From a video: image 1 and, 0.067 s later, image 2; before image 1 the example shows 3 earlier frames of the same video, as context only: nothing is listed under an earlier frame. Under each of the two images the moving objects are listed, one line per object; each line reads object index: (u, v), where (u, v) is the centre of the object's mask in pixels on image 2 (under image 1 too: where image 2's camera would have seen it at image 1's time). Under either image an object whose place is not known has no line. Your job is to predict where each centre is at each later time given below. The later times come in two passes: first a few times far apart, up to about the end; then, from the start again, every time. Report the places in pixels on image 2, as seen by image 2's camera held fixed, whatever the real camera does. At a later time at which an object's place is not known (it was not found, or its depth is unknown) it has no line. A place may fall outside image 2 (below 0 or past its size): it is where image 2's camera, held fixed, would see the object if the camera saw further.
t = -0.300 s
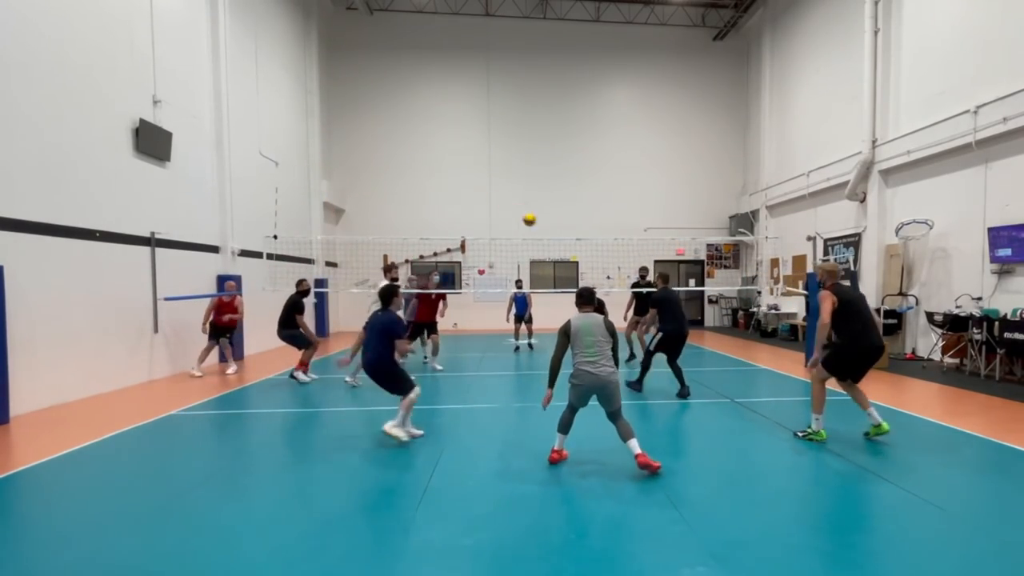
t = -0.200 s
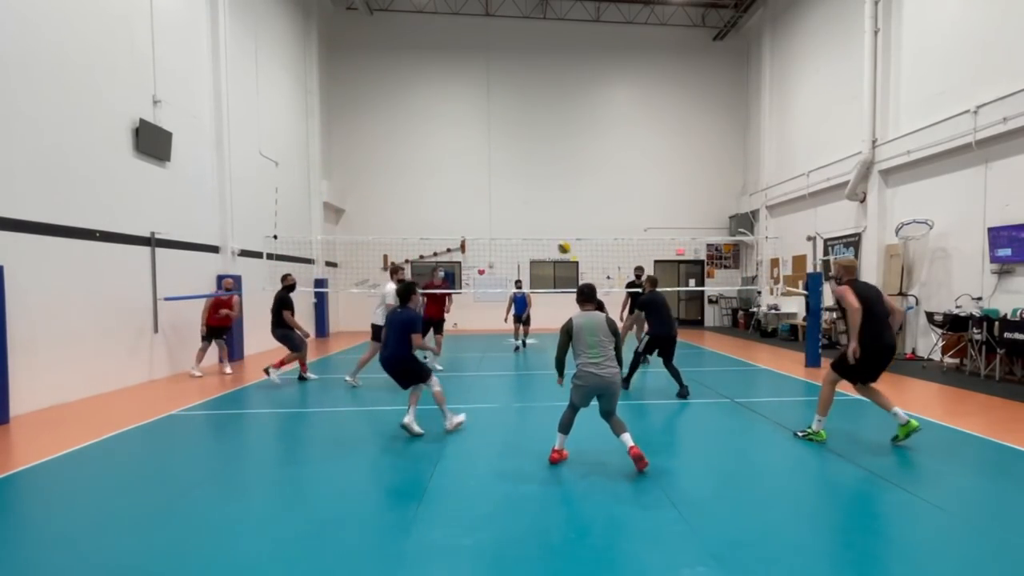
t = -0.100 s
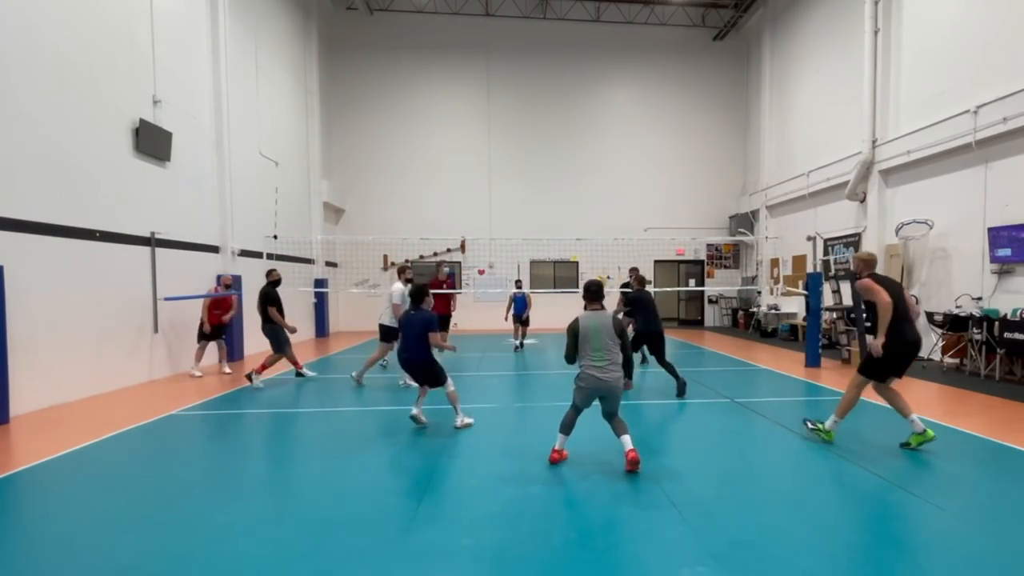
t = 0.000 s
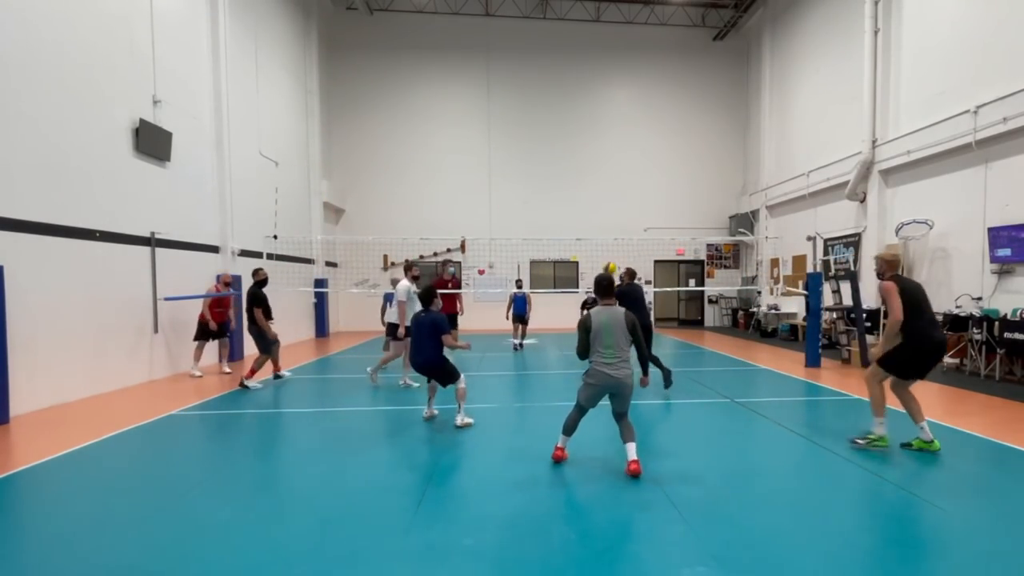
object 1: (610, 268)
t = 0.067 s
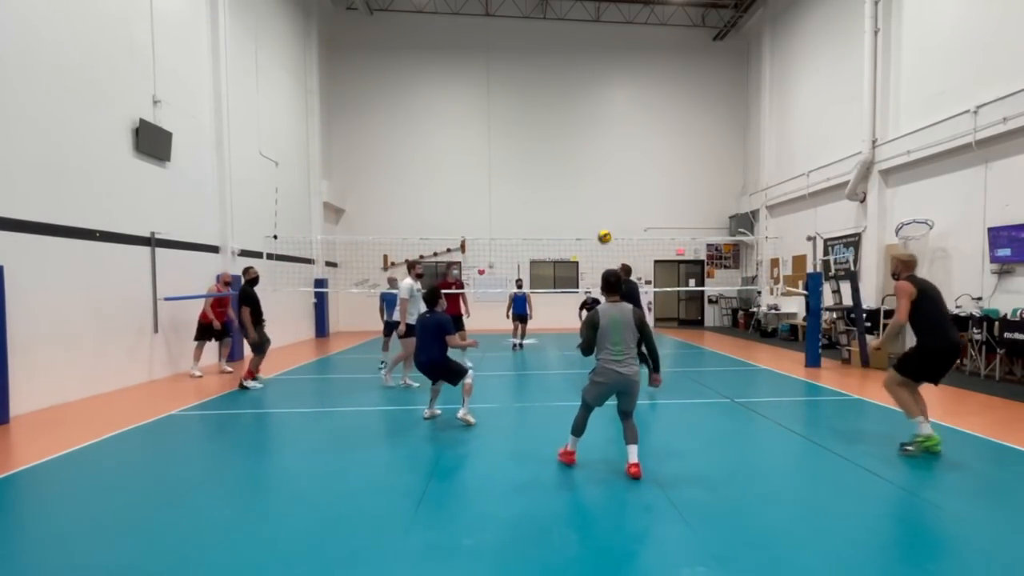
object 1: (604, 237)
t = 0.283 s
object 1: (589, 153)
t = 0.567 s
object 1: (570, 86)
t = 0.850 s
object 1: (550, 71)
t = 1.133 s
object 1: (531, 113)
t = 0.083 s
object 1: (603, 229)
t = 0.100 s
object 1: (602, 222)
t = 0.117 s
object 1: (600, 215)
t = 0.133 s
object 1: (599, 208)
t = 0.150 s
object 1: (599, 202)
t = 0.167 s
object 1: (597, 195)
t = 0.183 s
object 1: (596, 188)
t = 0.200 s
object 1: (595, 182)
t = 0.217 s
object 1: (593, 176)
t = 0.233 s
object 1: (592, 170)
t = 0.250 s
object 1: (592, 164)
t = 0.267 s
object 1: (590, 159)
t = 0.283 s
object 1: (589, 153)
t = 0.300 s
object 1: (588, 148)
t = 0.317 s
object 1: (586, 143)
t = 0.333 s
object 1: (585, 138)
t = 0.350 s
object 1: (584, 133)
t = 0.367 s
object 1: (583, 129)
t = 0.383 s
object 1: (582, 124)
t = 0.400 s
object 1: (581, 120)
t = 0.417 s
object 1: (580, 115)
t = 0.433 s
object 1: (579, 111)
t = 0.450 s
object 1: (578, 108)
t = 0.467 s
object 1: (576, 104)
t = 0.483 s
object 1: (575, 101)
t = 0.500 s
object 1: (574, 97)
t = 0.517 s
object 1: (573, 94)
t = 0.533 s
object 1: (572, 91)
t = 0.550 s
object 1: (571, 89)
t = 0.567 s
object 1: (570, 86)
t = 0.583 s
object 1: (569, 84)
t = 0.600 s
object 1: (568, 82)
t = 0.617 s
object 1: (566, 79)
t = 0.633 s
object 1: (565, 78)
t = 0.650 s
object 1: (564, 76)
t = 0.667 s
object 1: (563, 75)
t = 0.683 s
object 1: (562, 73)
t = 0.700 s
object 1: (561, 72)
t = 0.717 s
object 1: (560, 71)
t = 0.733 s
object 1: (559, 70)
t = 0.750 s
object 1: (558, 70)
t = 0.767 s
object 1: (556, 70)
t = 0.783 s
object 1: (555, 70)
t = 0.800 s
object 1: (554, 70)
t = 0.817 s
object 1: (553, 70)
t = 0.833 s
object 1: (552, 70)
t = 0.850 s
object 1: (550, 71)
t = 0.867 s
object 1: (550, 72)
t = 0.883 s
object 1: (549, 73)
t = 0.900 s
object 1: (548, 74)
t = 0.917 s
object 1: (546, 75)
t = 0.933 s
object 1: (545, 77)
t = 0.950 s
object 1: (544, 79)
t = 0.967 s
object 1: (543, 81)
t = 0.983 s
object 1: (541, 84)
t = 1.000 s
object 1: (540, 86)
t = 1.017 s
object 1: (539, 88)
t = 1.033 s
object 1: (538, 91)
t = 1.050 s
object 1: (537, 94)
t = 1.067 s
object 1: (536, 98)
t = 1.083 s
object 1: (535, 101)
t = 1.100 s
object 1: (533, 105)
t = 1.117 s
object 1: (532, 109)
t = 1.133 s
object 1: (531, 113)
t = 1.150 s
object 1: (530, 117)
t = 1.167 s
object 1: (529, 122)
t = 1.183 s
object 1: (528, 126)
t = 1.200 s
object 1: (527, 131)
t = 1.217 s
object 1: (526, 136)
